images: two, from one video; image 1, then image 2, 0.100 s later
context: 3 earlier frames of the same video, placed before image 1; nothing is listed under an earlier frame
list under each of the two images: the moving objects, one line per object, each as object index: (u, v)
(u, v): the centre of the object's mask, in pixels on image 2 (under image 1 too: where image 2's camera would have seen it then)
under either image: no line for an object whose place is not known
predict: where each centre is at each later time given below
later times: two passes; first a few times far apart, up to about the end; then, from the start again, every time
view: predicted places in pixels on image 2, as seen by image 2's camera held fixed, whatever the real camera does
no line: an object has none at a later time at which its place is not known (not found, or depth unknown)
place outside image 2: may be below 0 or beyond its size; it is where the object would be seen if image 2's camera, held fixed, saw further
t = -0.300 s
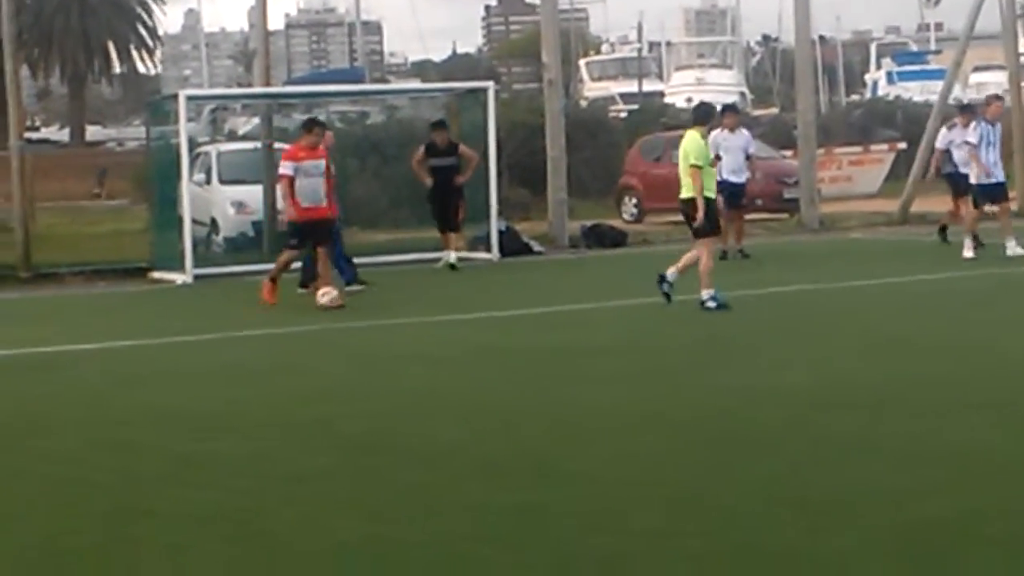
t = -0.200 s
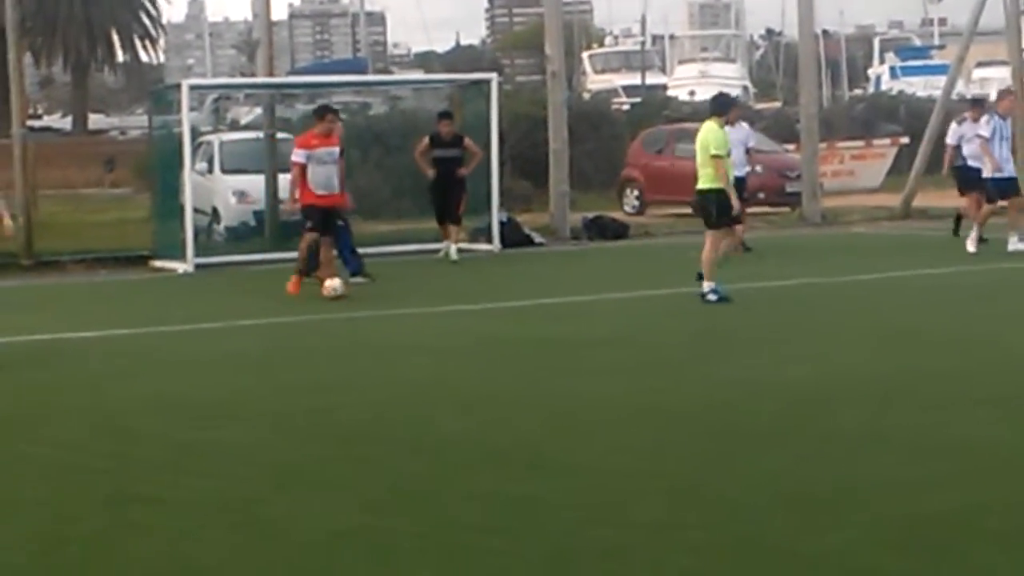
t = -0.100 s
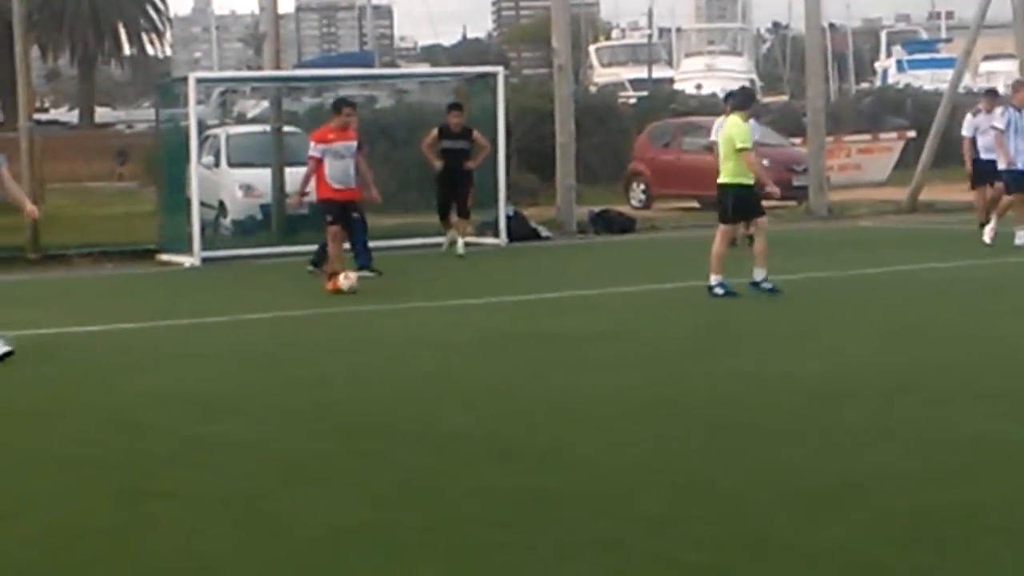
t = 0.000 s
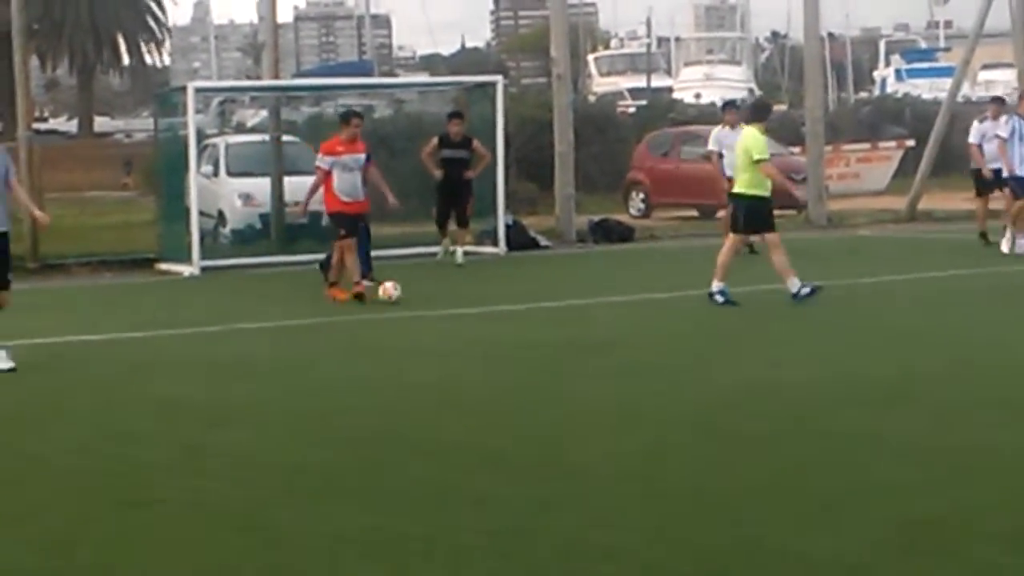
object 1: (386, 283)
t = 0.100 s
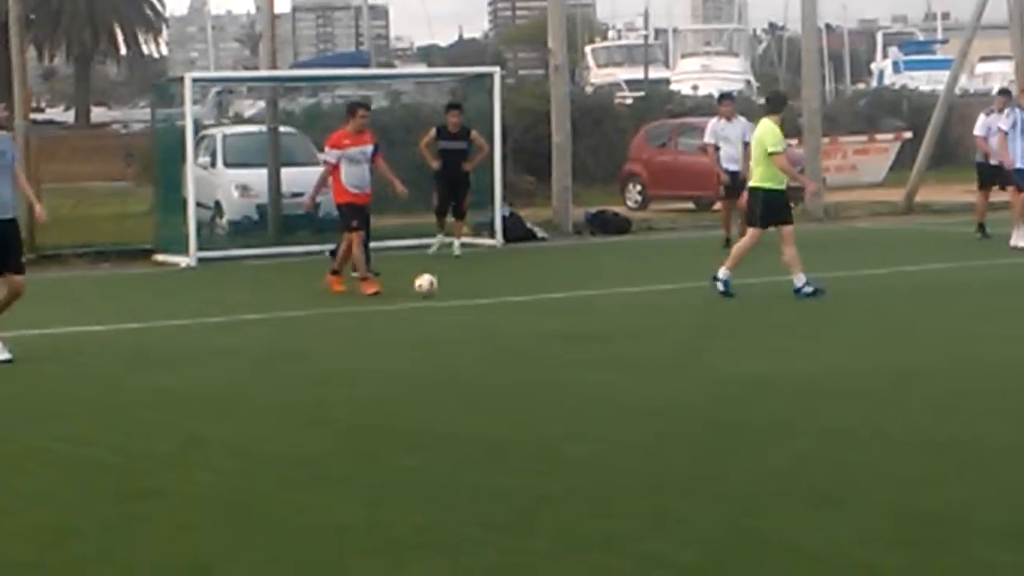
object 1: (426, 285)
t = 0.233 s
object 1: (474, 287)
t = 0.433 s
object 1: (539, 289)
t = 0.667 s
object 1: (605, 290)
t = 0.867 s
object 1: (663, 291)
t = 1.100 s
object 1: (732, 294)
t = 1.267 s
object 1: (781, 295)
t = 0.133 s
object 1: (438, 285)
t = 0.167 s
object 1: (451, 285)
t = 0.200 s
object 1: (463, 287)
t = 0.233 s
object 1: (474, 287)
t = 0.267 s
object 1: (485, 287)
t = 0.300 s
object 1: (497, 287)
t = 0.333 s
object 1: (508, 288)
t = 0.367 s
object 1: (518, 288)
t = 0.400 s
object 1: (529, 287)
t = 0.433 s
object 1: (539, 289)
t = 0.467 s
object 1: (547, 289)
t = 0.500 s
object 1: (558, 289)
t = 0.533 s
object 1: (567, 288)
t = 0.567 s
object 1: (577, 290)
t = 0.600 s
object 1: (587, 290)
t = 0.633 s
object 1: (596, 291)
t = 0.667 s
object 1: (605, 290)
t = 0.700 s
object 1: (616, 292)
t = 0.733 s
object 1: (625, 291)
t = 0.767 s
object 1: (634, 291)
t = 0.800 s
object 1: (643, 293)
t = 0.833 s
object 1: (655, 292)
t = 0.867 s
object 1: (663, 291)
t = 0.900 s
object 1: (673, 292)
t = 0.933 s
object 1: (684, 292)
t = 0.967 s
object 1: (694, 292)
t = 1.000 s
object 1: (703, 293)
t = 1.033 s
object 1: (713, 292)
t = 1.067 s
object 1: (723, 294)
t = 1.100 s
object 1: (732, 294)
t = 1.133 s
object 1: (742, 294)
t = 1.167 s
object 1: (752, 293)
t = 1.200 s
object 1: (760, 294)
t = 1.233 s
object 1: (771, 294)
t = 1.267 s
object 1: (781, 295)
